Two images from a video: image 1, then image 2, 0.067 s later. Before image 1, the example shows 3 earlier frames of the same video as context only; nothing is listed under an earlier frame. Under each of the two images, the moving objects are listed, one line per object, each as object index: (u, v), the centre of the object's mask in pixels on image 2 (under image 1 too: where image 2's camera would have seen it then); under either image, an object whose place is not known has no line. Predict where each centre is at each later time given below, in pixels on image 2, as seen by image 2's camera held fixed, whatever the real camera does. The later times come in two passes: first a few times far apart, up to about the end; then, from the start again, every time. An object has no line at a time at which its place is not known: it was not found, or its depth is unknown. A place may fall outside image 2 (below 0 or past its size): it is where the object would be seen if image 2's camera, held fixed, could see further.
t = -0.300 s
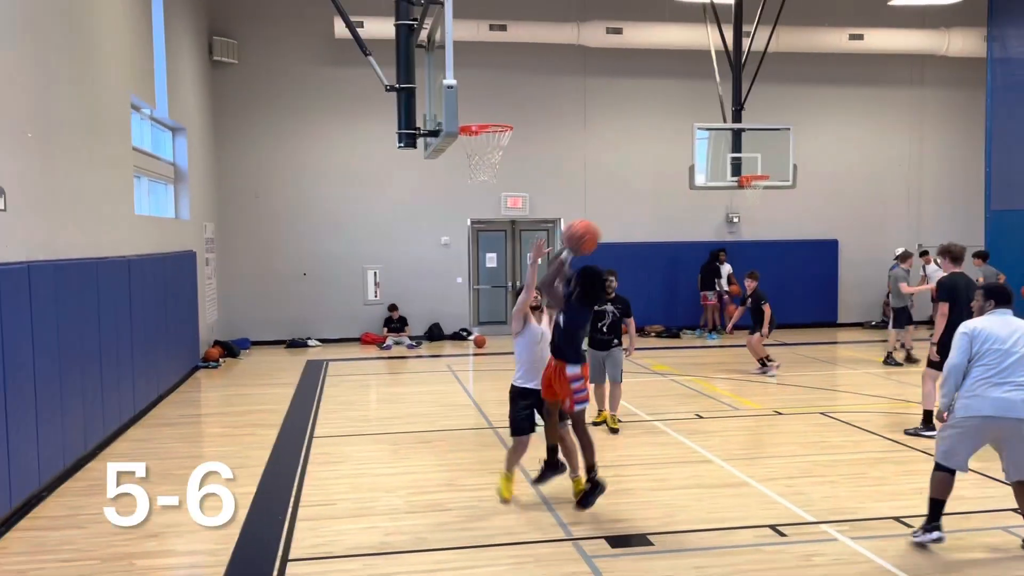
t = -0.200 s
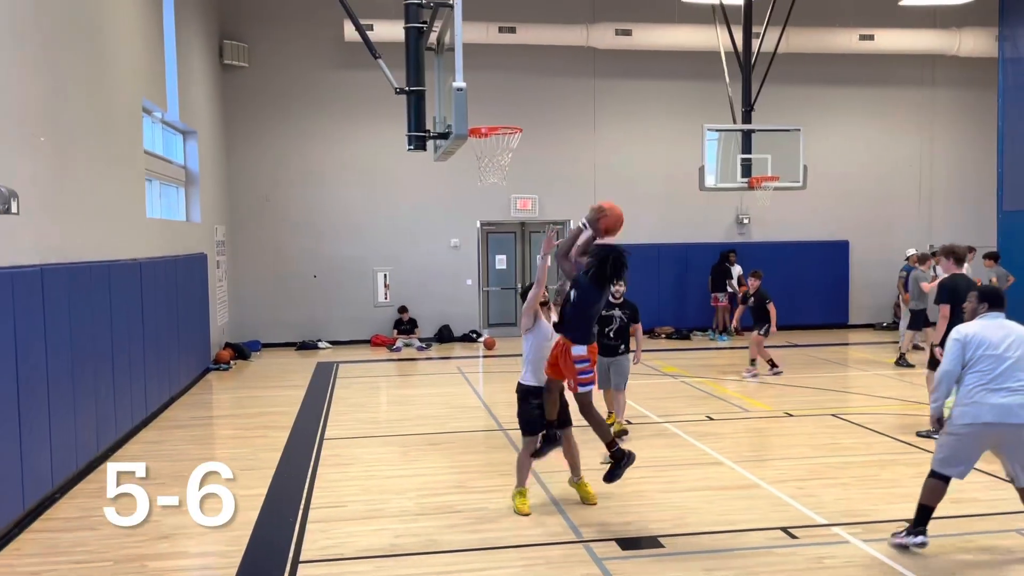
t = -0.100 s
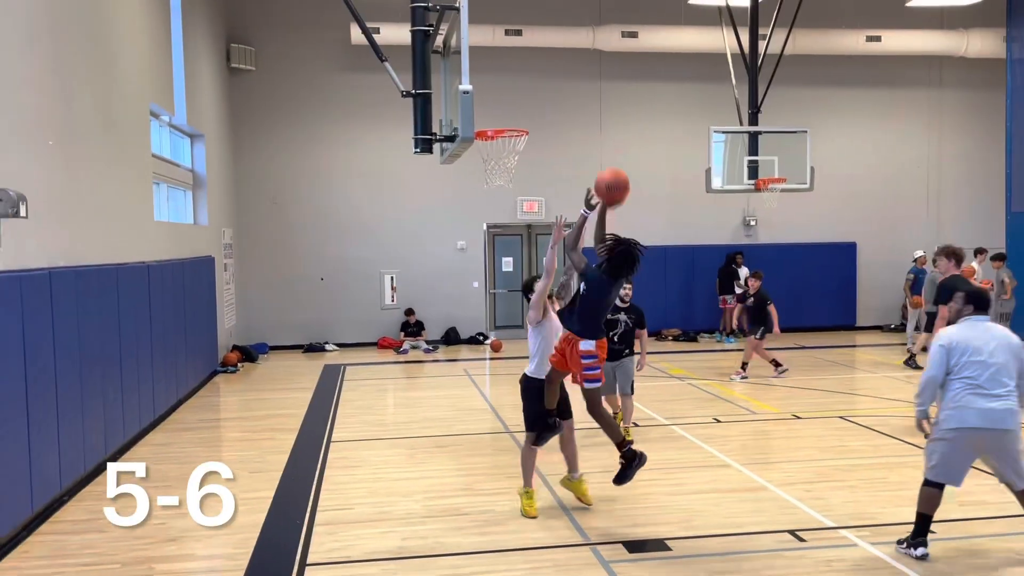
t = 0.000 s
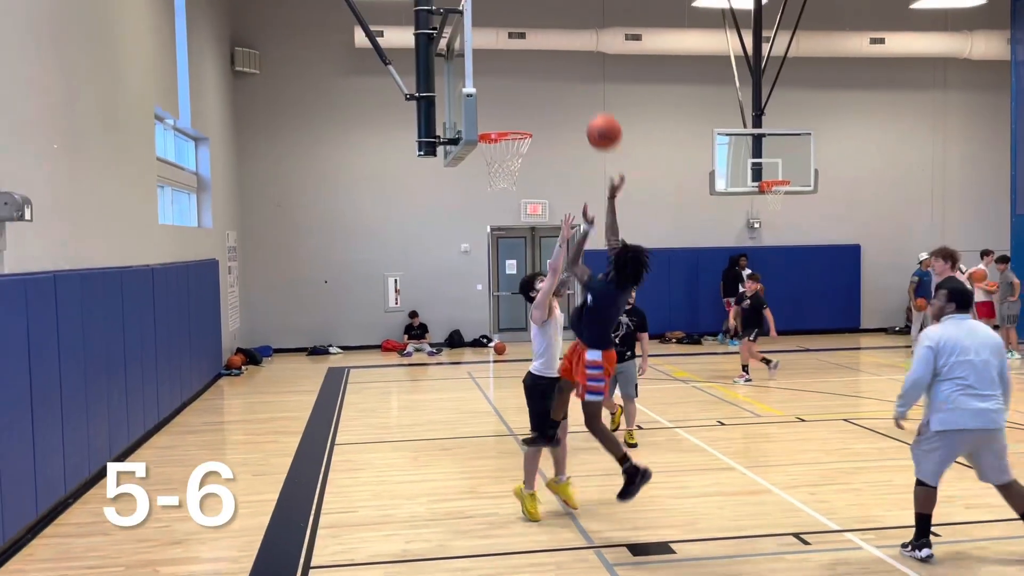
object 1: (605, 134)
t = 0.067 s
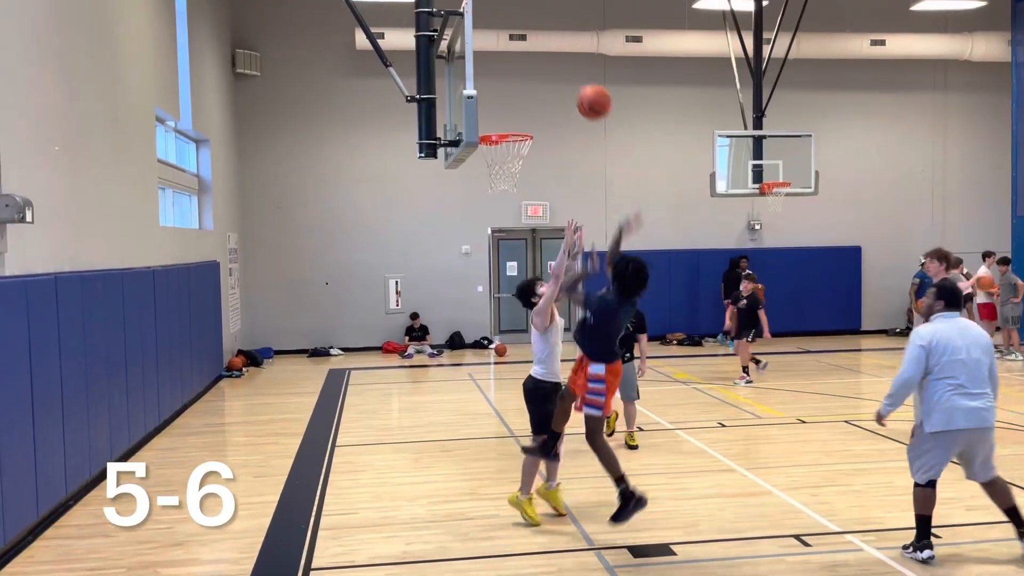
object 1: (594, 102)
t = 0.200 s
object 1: (574, 59)
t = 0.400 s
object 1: (546, 43)
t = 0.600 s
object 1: (524, 76)
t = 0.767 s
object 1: (508, 115)
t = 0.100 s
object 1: (588, 88)
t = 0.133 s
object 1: (583, 77)
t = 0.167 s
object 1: (579, 67)
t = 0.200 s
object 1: (574, 59)
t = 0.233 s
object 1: (568, 53)
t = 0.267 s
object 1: (564, 47)
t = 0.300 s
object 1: (560, 44)
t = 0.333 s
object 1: (555, 42)
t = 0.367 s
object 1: (550, 42)
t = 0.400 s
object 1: (546, 43)
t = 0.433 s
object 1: (542, 45)
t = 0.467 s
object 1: (538, 49)
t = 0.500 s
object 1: (534, 54)
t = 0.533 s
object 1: (530, 60)
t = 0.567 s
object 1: (527, 68)
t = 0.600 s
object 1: (524, 76)
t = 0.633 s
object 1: (520, 86)
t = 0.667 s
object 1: (517, 98)
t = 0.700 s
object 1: (513, 109)
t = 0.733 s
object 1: (510, 120)
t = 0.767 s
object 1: (508, 115)
